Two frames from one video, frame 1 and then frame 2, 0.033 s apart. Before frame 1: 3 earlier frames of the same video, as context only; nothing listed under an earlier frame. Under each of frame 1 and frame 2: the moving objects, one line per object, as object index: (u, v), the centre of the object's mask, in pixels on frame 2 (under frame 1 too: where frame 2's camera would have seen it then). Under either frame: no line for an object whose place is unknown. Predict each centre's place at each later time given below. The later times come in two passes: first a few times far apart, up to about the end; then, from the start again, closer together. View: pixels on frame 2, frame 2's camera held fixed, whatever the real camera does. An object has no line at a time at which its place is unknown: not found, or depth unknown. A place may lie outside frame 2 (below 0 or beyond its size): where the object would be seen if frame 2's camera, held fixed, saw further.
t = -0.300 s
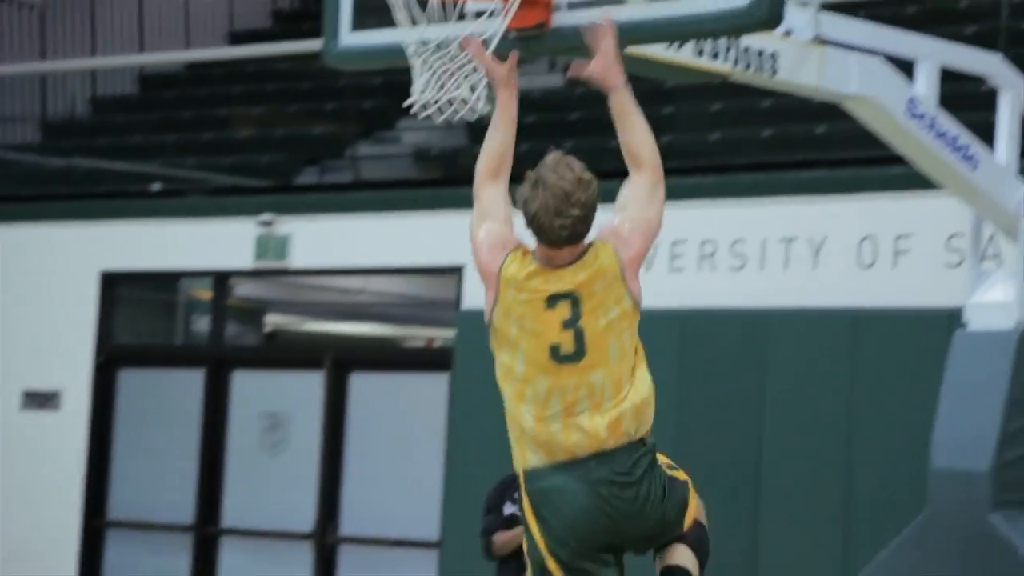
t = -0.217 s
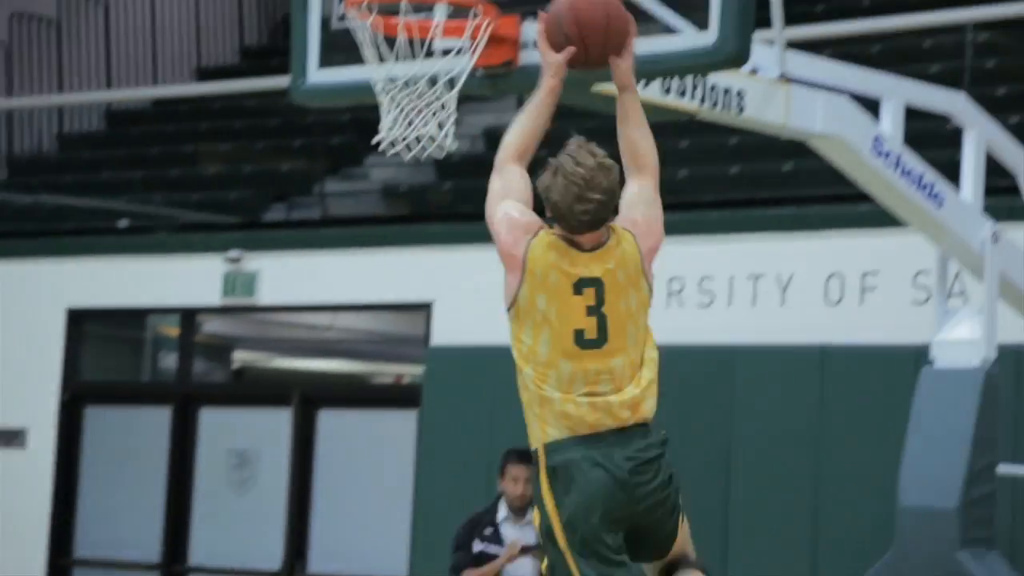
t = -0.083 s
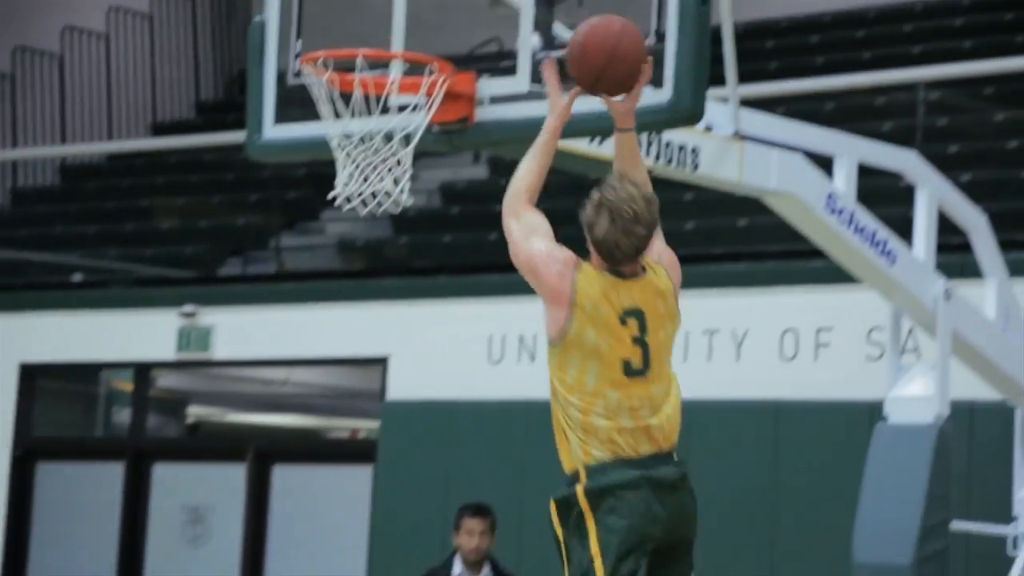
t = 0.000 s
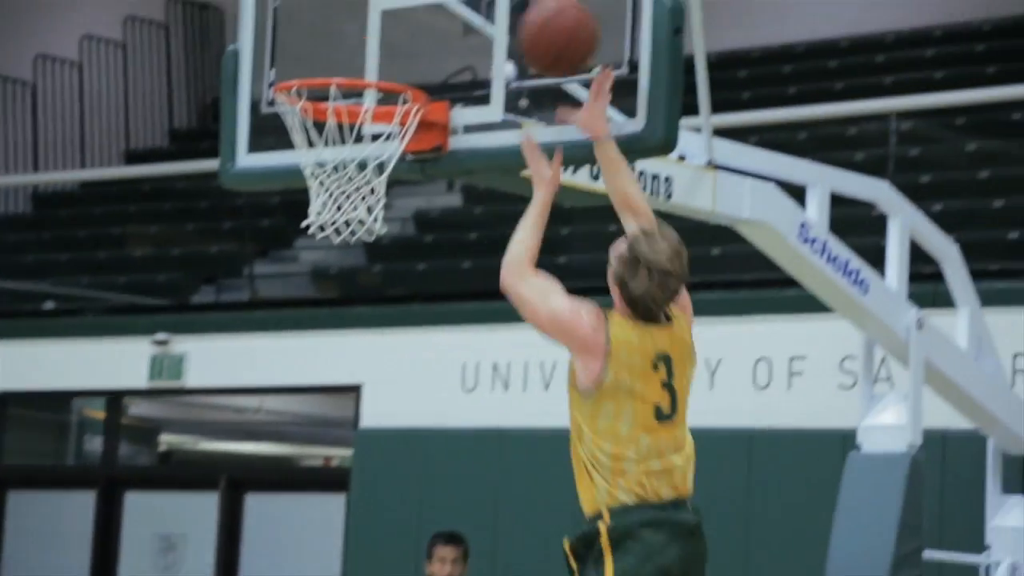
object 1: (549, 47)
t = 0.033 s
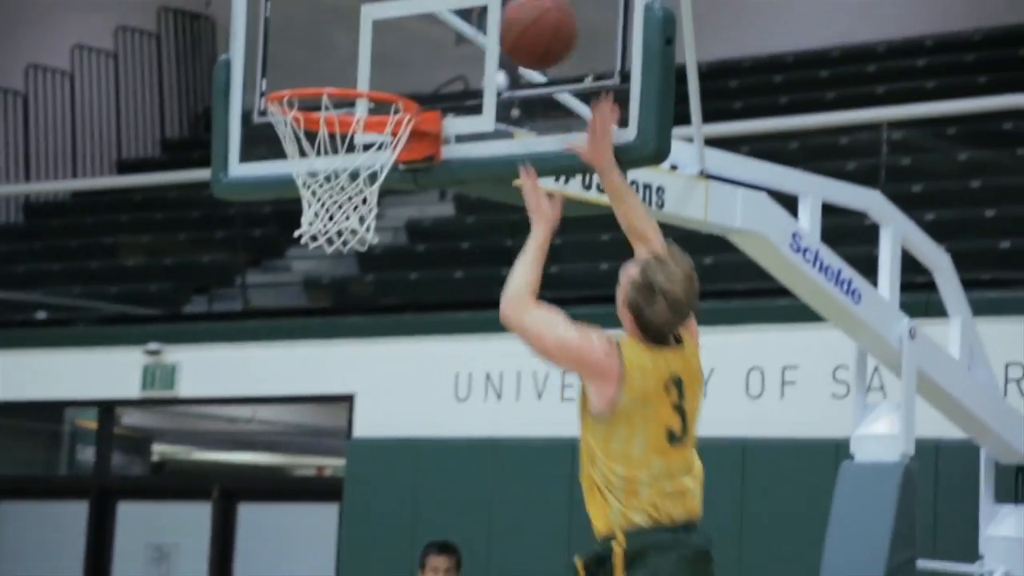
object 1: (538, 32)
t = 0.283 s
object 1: (361, 37)
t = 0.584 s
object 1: (344, 79)
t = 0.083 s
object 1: (514, 17)
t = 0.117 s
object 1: (489, 11)
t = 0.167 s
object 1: (451, 8)
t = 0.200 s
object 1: (426, 12)
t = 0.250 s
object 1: (387, 25)
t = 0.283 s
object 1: (361, 37)
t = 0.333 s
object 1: (322, 57)
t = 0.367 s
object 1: (317, 60)
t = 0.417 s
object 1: (319, 62)
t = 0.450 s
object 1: (321, 66)
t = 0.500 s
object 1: (324, 87)
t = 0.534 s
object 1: (328, 87)
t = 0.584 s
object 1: (344, 79)
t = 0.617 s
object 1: (355, 85)
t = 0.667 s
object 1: (364, 89)
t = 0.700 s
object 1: (373, 108)
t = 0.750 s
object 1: (378, 132)
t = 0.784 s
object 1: (378, 140)
